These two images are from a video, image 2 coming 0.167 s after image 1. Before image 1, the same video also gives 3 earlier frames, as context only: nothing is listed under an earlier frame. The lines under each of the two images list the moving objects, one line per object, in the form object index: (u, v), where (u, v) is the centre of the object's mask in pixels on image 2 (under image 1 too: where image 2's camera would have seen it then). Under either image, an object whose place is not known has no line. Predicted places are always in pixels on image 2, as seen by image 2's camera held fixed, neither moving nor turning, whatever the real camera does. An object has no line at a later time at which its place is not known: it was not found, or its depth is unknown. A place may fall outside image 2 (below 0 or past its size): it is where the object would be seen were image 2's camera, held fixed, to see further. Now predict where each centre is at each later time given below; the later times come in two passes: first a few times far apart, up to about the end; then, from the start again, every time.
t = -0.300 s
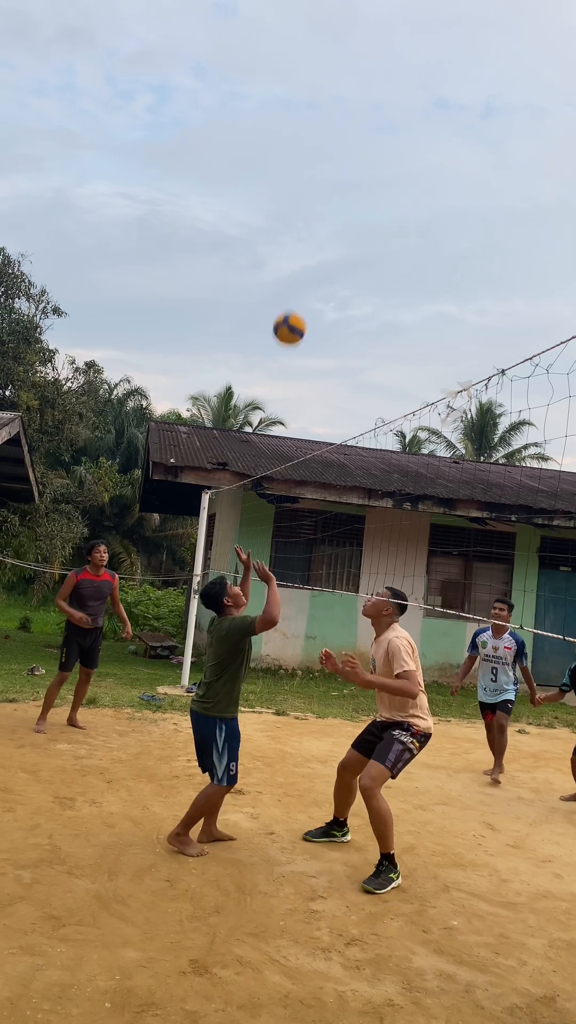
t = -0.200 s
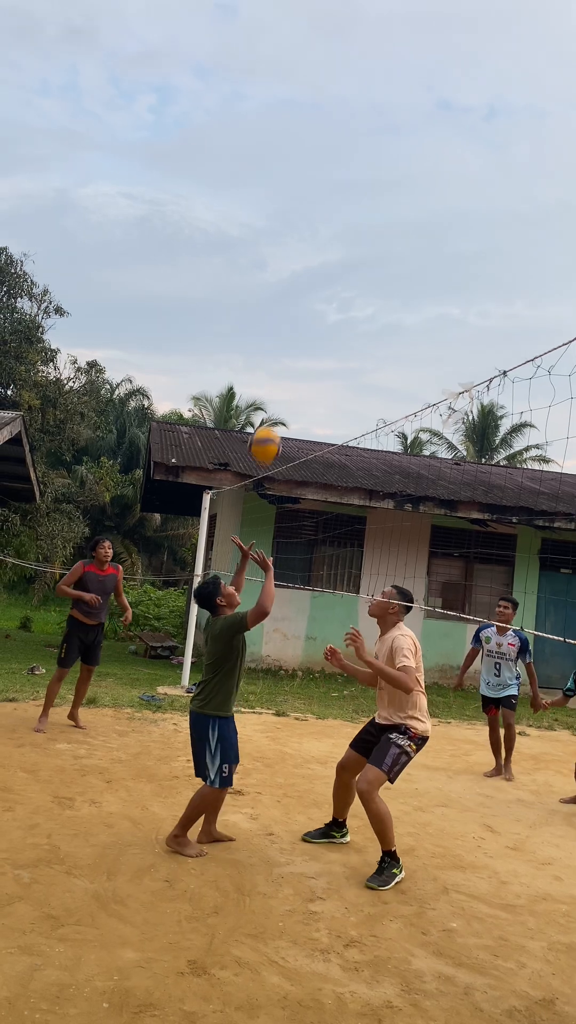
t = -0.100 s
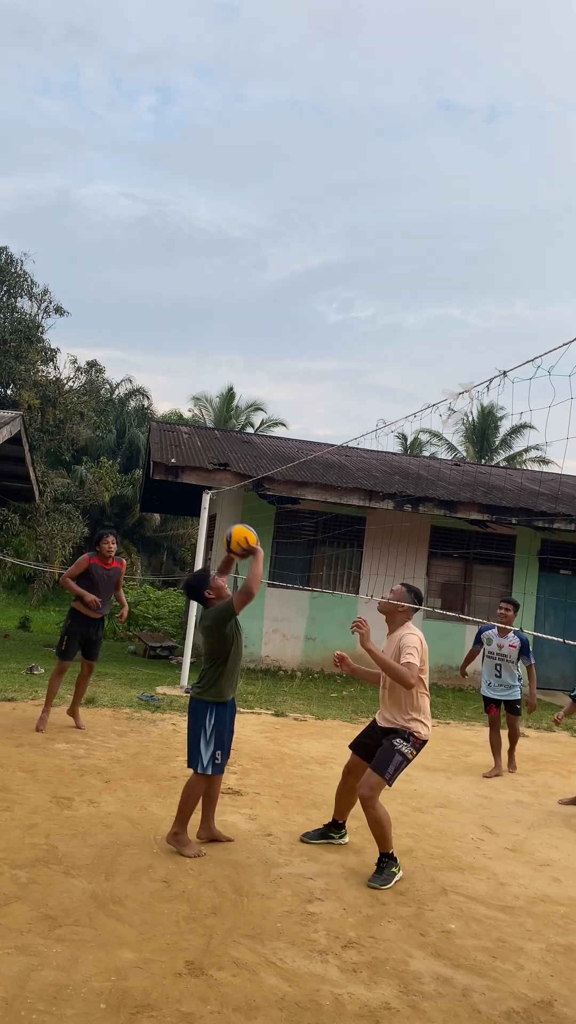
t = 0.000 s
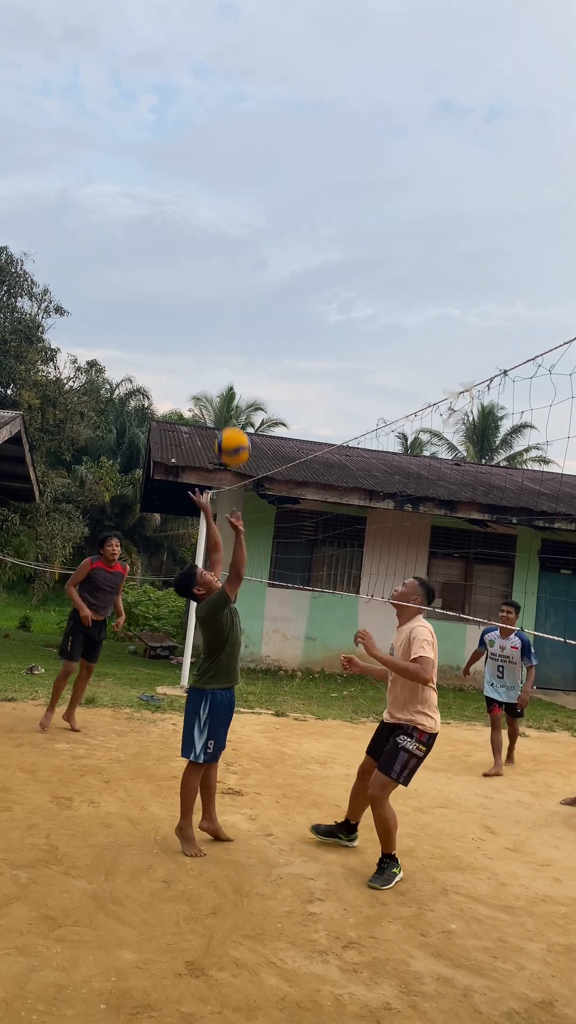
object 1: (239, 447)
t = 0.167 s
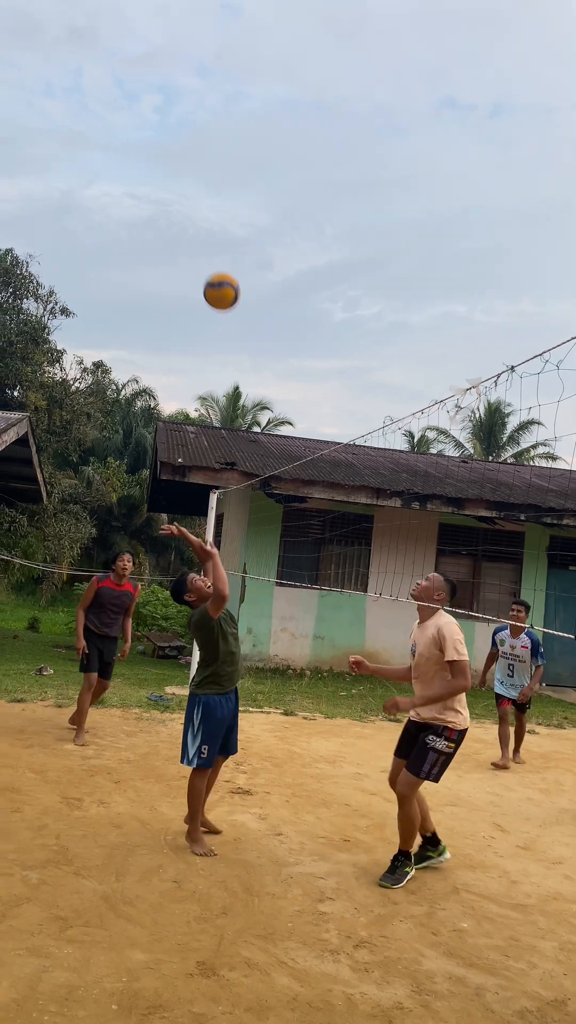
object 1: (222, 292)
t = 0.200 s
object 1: (217, 265)
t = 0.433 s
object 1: (183, 128)
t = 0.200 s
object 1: (217, 265)
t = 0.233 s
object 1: (212, 241)
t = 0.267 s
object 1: (208, 218)
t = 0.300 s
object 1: (203, 196)
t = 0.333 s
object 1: (198, 176)
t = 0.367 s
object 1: (193, 159)
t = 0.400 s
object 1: (189, 143)
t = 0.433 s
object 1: (183, 128)
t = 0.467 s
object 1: (178, 115)
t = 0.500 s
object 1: (173, 104)
